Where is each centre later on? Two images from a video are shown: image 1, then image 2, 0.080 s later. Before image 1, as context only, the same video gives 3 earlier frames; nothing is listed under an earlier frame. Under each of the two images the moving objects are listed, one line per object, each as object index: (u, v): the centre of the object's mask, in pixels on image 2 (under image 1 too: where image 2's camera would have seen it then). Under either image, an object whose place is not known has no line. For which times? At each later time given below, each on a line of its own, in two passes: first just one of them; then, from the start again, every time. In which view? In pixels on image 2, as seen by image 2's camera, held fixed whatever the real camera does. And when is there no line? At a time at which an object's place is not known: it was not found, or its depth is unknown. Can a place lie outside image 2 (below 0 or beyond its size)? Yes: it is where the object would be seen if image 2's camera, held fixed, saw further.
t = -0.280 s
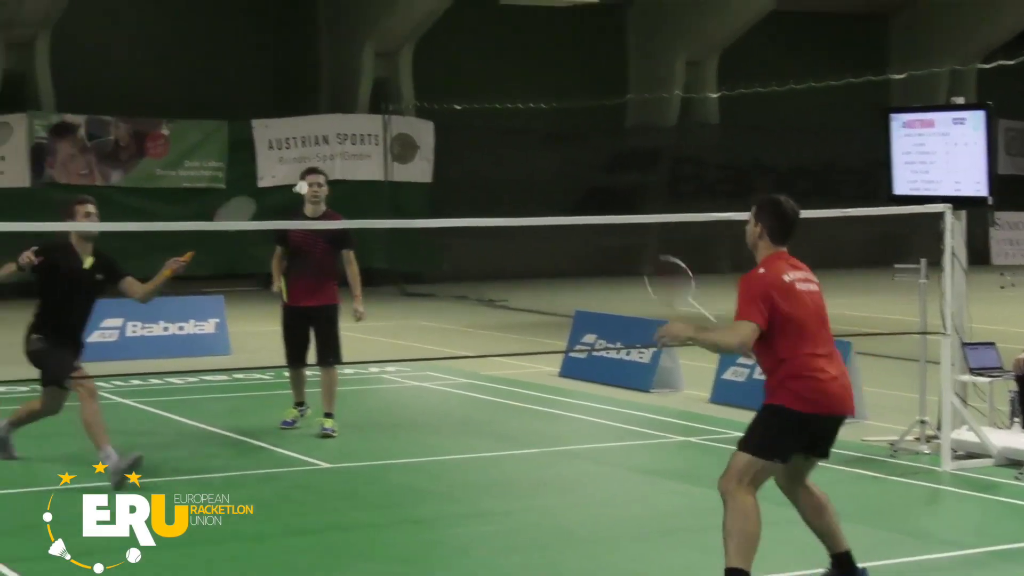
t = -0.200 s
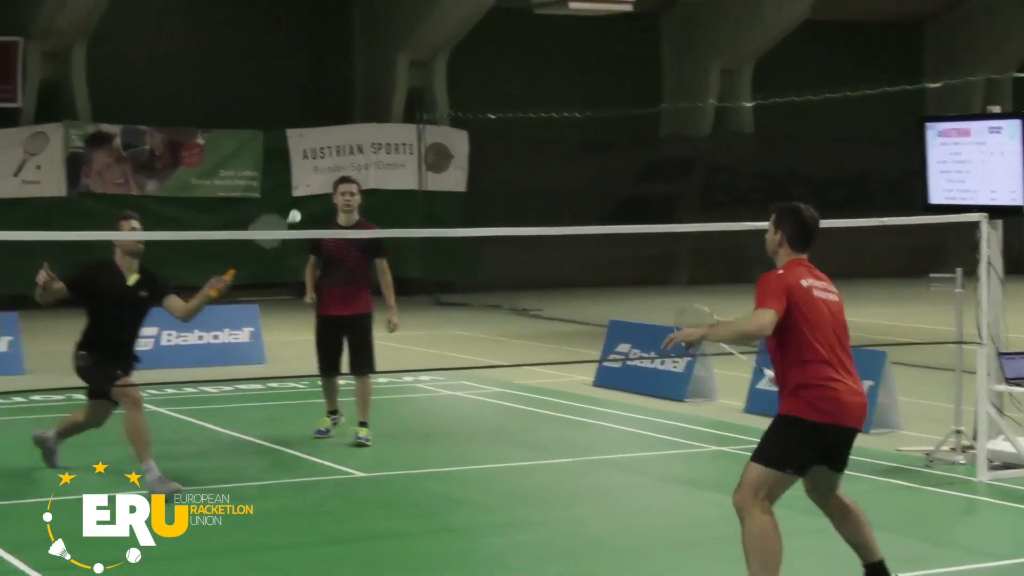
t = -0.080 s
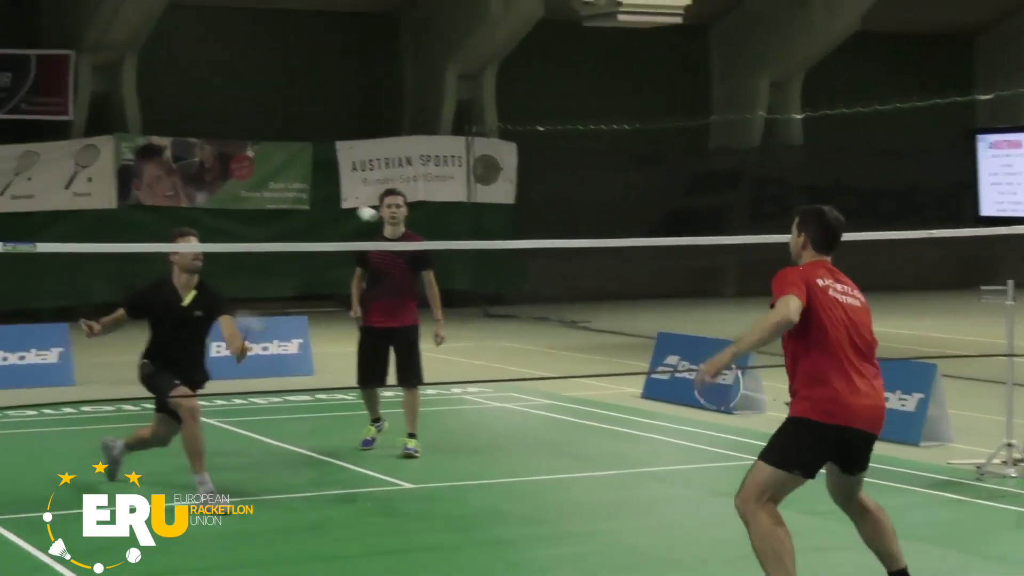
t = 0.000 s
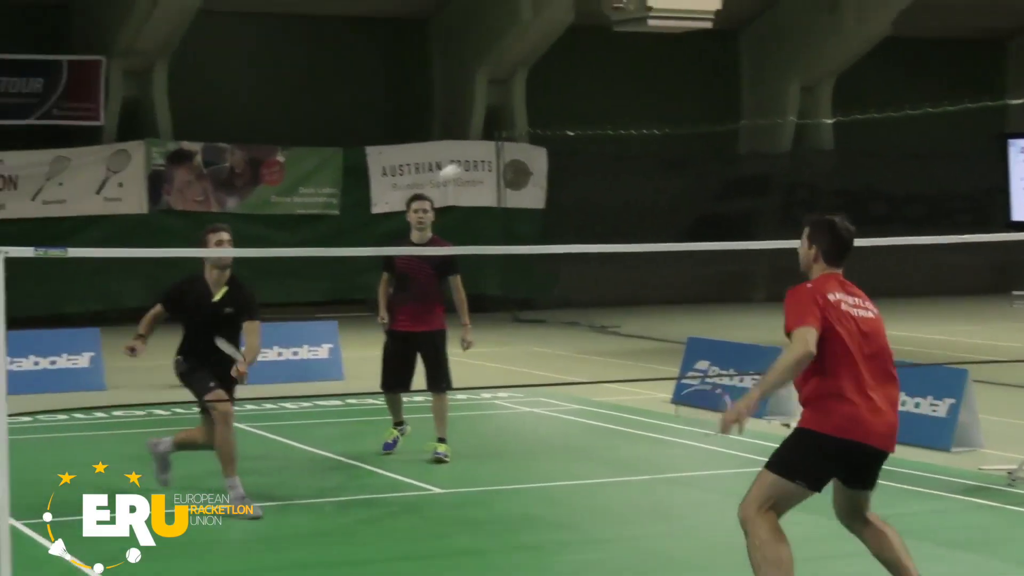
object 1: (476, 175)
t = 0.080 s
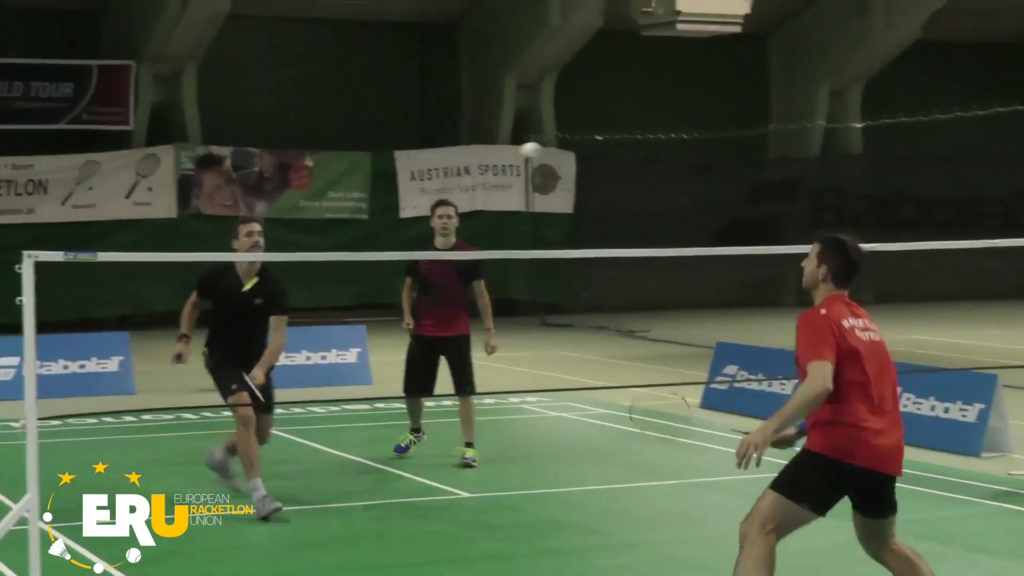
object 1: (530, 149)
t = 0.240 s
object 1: (639, 137)
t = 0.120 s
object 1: (557, 142)
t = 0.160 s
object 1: (585, 136)
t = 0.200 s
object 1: (612, 135)
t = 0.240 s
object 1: (639, 137)
